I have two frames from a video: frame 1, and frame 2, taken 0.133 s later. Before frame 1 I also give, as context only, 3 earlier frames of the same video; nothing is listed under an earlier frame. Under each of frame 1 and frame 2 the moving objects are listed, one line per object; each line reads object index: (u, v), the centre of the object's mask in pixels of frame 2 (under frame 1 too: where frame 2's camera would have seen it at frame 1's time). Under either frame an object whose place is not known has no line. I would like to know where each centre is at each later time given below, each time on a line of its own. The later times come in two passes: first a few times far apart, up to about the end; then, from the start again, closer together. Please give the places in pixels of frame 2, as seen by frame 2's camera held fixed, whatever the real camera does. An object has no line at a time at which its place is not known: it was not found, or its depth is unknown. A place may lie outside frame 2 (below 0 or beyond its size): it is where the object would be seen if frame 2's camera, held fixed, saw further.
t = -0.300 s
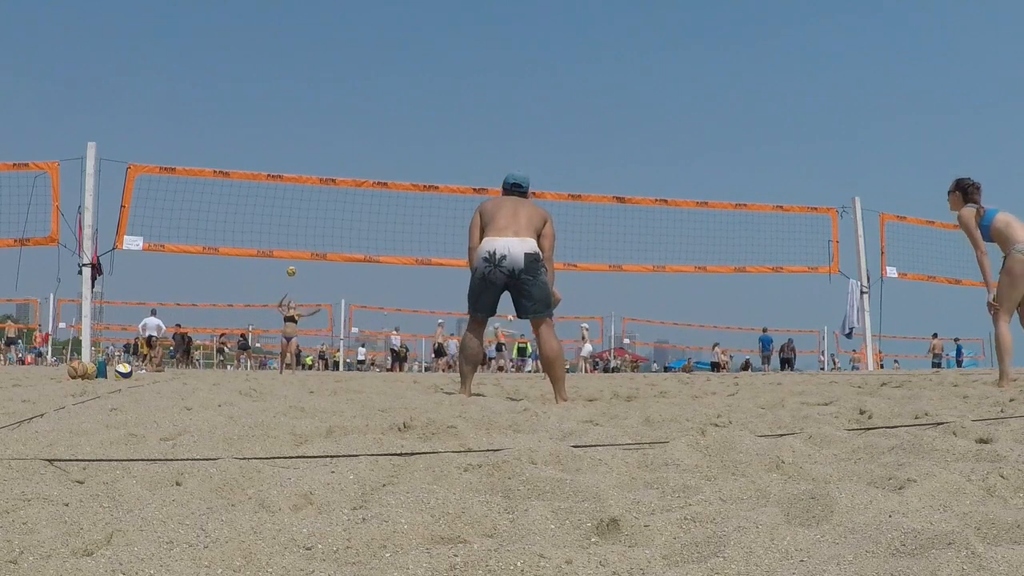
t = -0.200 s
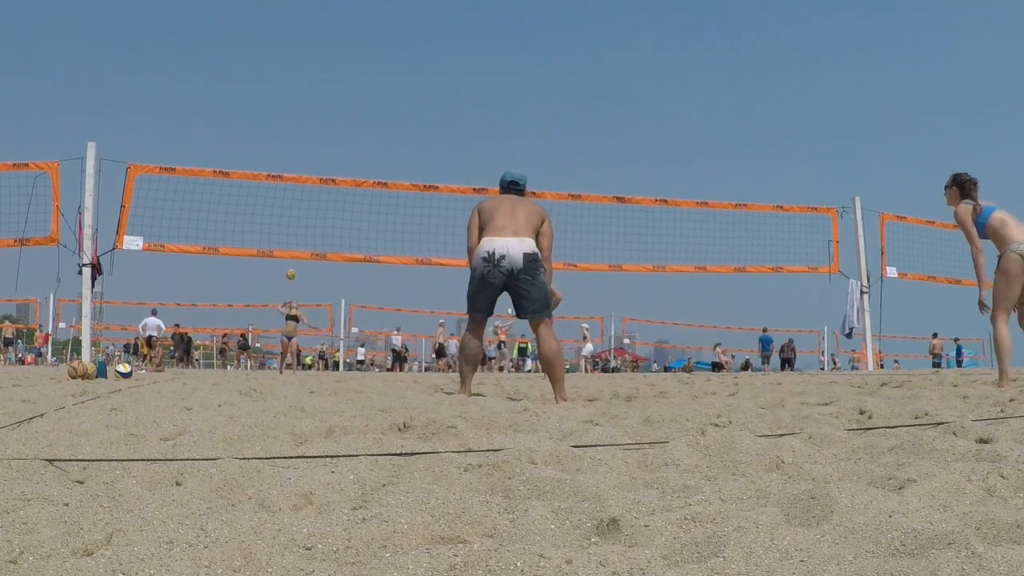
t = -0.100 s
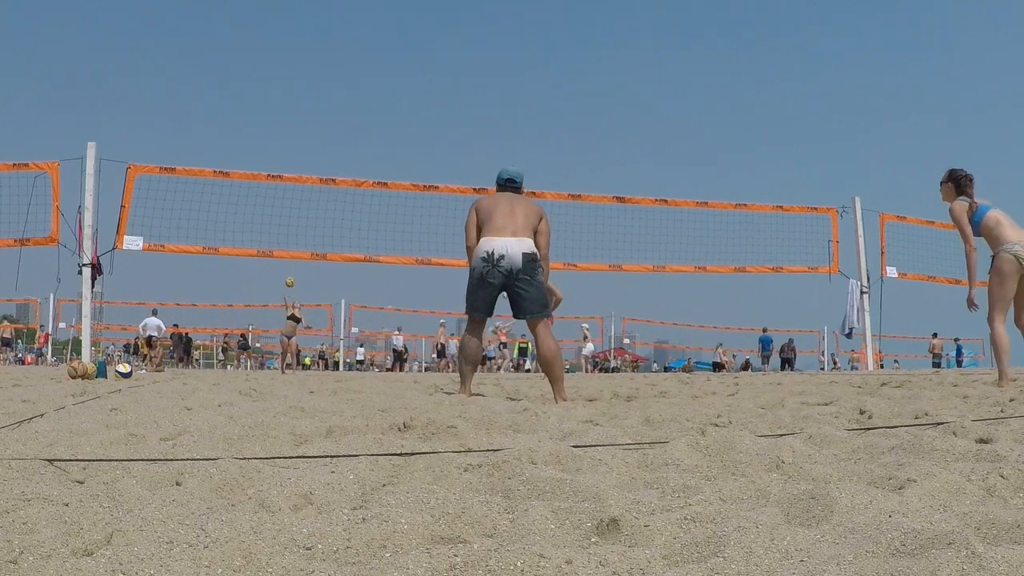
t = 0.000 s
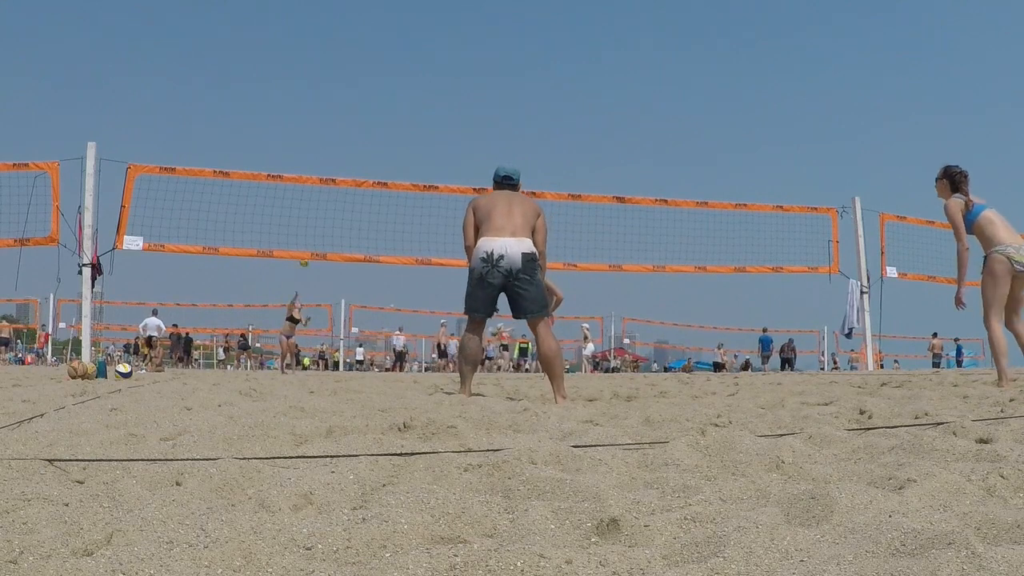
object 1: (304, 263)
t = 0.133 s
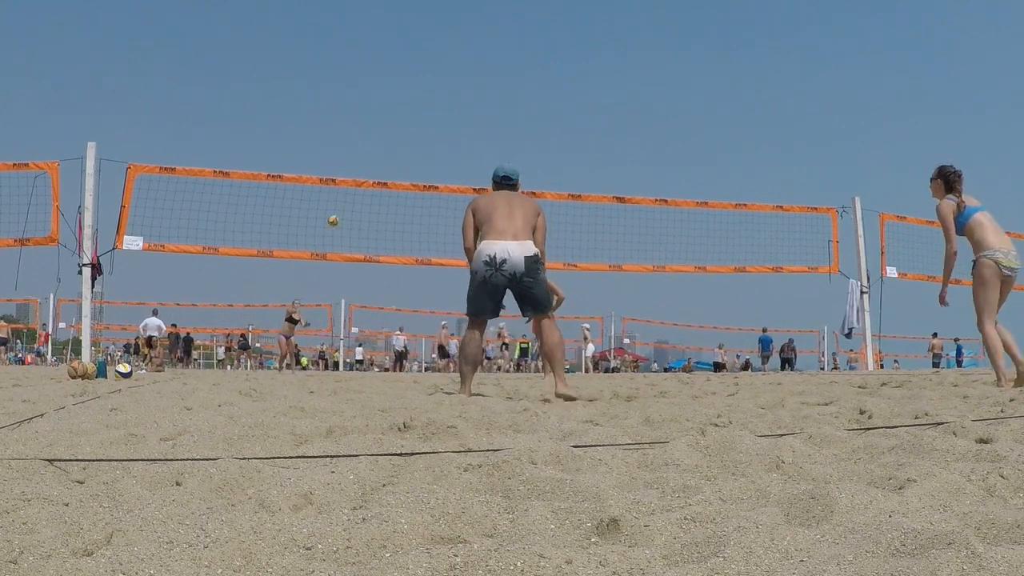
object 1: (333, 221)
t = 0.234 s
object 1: (357, 192)
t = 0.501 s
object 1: (431, 127)
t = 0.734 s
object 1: (512, 97)
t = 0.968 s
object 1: (622, 116)
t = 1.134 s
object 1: (732, 179)
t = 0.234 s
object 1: (357, 192)
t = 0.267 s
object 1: (365, 178)
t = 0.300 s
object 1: (374, 173)
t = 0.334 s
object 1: (382, 164)
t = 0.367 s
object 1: (391, 155)
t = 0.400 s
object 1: (401, 148)
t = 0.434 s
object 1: (410, 141)
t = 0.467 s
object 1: (420, 134)
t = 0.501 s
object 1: (431, 127)
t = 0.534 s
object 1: (441, 121)
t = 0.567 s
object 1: (453, 115)
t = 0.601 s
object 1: (464, 110)
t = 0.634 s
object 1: (476, 106)
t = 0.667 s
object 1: (488, 102)
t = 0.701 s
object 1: (500, 99)
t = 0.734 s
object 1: (512, 97)
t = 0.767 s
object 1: (526, 96)
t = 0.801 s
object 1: (540, 96)
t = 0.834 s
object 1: (554, 97)
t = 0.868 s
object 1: (569, 100)
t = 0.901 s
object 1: (586, 104)
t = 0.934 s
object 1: (604, 109)
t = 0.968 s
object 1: (622, 116)
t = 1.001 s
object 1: (642, 125)
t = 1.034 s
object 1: (663, 135)
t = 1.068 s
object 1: (684, 148)
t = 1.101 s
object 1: (707, 162)
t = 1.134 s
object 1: (732, 179)
